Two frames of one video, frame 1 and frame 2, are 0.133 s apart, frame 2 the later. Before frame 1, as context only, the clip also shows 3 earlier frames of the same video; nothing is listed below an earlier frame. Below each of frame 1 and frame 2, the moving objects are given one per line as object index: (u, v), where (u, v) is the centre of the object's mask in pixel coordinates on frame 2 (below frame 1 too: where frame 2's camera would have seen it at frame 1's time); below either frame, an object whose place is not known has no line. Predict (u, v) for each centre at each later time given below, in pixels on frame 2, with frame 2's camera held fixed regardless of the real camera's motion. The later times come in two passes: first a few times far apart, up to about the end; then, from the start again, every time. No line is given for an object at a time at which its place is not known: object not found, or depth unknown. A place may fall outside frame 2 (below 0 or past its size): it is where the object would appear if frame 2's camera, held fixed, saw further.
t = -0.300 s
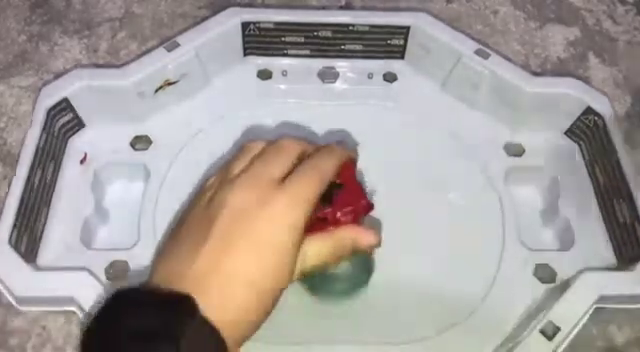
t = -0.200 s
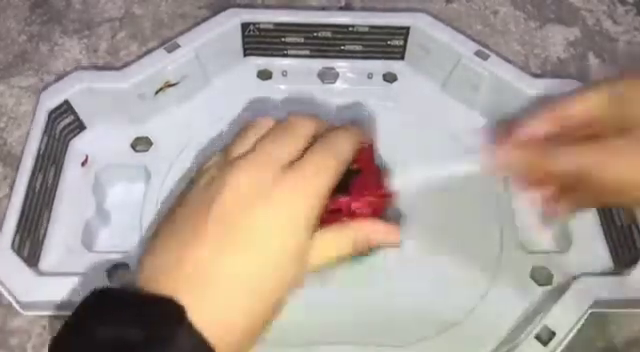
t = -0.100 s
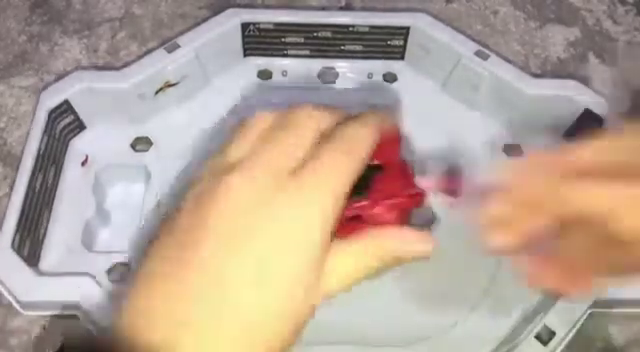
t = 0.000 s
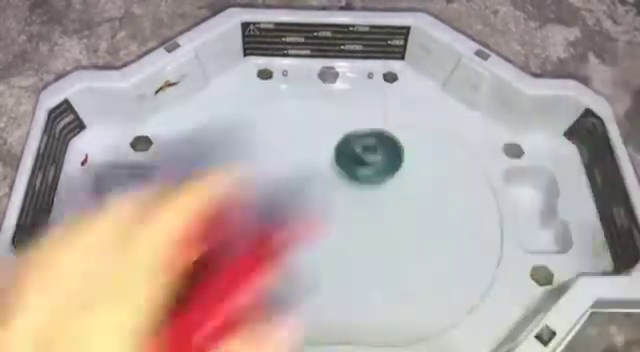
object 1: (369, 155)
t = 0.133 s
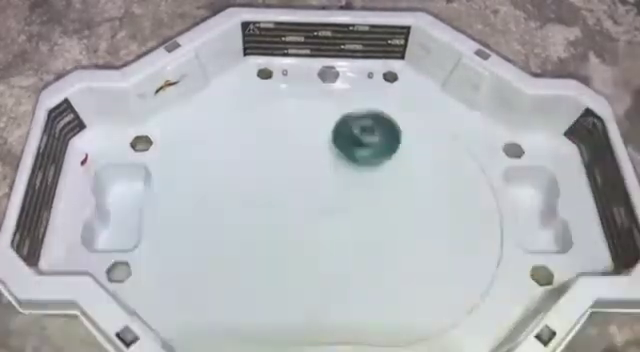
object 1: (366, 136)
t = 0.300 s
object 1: (346, 158)
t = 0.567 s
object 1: (277, 228)
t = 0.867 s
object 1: (275, 260)
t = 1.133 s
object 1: (347, 202)
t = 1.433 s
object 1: (383, 165)
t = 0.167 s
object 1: (364, 137)
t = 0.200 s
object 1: (361, 140)
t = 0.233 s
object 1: (356, 143)
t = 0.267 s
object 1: (351, 150)
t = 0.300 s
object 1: (346, 158)
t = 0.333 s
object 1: (340, 167)
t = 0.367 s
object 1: (333, 177)
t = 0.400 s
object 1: (325, 187)
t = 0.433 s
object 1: (317, 196)
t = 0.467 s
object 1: (307, 205)
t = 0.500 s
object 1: (296, 213)
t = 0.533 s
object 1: (286, 221)
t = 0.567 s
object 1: (277, 228)
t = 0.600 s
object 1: (269, 236)
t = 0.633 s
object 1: (262, 242)
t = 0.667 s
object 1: (258, 248)
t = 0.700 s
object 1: (255, 253)
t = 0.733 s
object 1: (255, 257)
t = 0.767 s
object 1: (257, 260)
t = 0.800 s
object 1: (261, 262)
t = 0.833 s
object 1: (267, 261)
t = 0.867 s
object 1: (275, 260)
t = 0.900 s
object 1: (284, 257)
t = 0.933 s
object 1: (294, 252)
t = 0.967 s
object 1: (305, 245)
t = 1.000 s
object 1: (314, 237)
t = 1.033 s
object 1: (323, 228)
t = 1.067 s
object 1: (331, 217)
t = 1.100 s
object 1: (339, 208)
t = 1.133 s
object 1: (347, 202)
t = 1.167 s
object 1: (357, 196)
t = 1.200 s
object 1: (366, 190)
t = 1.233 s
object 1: (373, 184)
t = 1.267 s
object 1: (379, 179)
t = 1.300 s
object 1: (383, 174)
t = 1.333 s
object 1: (386, 170)
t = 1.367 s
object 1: (387, 167)
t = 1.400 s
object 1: (386, 165)
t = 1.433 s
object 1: (383, 165)
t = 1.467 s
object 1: (379, 164)
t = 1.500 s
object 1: (374, 165)
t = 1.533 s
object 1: (368, 167)
